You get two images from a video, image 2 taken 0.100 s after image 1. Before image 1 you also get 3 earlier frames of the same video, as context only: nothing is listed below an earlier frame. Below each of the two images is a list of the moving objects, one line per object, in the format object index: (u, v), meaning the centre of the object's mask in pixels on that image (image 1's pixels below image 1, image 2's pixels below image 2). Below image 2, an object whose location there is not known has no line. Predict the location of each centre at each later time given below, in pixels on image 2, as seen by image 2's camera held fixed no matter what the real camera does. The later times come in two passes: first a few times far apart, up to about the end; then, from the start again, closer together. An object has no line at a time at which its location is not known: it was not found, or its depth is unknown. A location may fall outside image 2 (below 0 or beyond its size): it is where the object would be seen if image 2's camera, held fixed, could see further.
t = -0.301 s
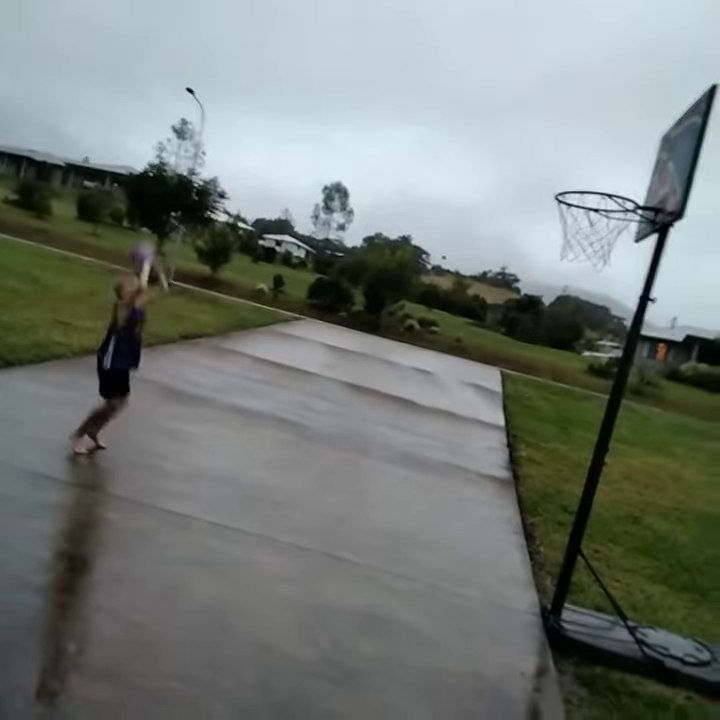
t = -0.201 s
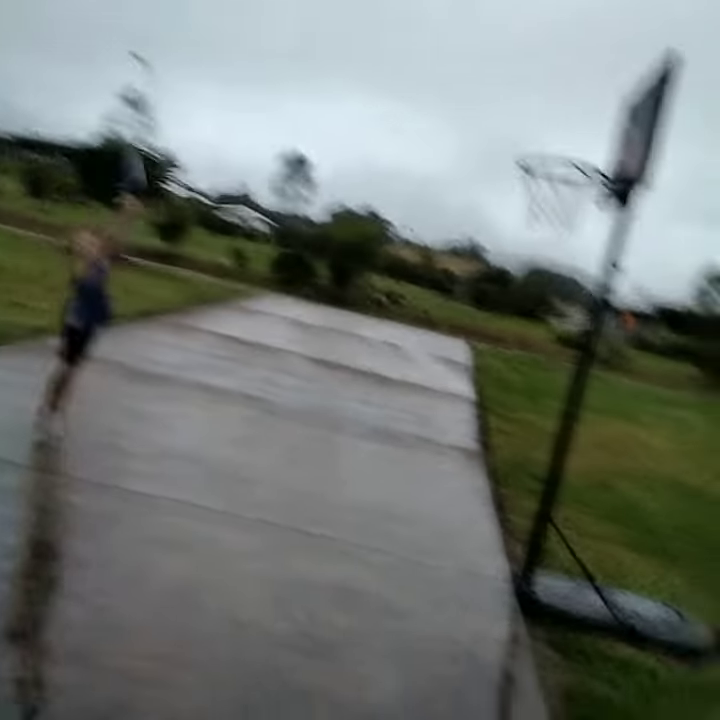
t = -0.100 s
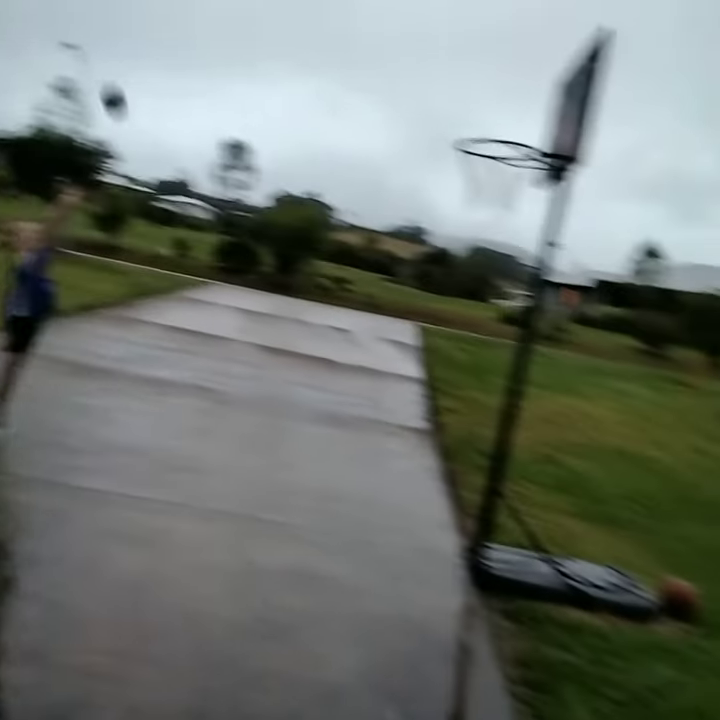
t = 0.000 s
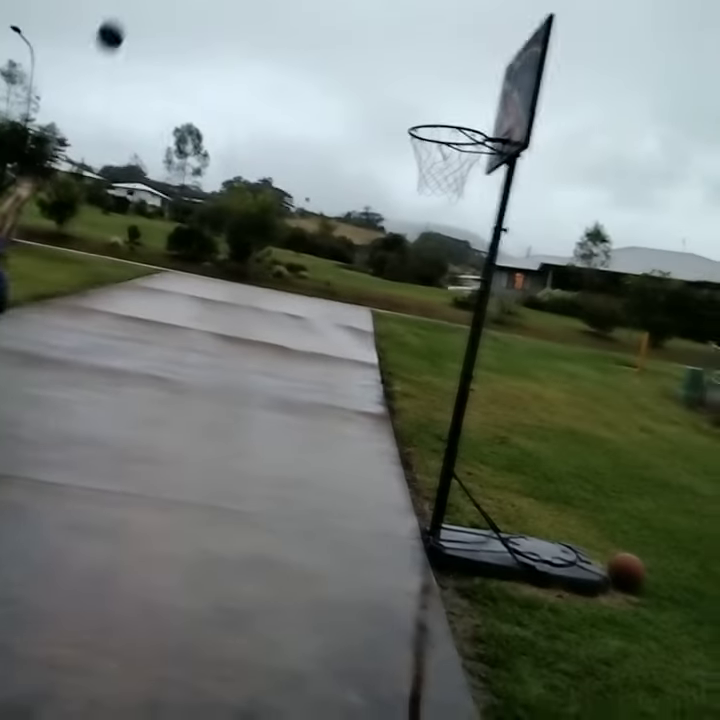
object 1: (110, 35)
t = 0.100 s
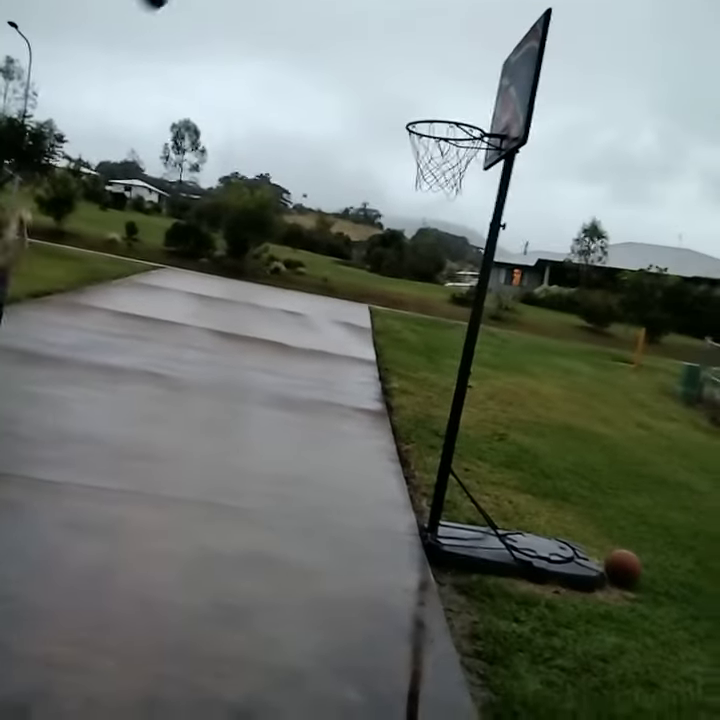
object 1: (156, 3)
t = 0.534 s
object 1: (351, 7)
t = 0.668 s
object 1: (408, 71)
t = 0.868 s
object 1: (478, 198)
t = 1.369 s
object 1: (570, 540)
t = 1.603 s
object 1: (580, 457)
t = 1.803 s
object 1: (578, 456)
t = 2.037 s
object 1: (563, 535)
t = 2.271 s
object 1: (579, 543)
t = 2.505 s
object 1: (595, 602)
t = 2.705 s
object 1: (614, 612)
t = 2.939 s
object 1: (638, 625)
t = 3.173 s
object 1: (659, 633)
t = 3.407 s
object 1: (673, 639)
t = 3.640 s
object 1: (679, 640)
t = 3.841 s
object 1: (675, 638)
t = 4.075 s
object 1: (673, 637)
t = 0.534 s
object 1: (351, 7)
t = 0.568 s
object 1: (366, 20)
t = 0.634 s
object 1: (394, 52)
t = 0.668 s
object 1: (408, 71)
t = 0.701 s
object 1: (421, 91)
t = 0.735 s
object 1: (435, 112)
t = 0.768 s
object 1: (449, 142)
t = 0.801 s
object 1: (461, 164)
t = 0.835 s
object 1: (471, 183)
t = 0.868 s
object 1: (478, 198)
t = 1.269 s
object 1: (559, 545)
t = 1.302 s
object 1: (565, 579)
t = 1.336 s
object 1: (568, 559)
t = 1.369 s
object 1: (570, 540)
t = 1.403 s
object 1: (574, 524)
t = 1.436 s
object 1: (576, 508)
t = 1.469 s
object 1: (577, 494)
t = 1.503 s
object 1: (579, 483)
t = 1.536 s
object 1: (580, 472)
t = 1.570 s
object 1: (581, 464)
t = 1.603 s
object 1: (580, 457)
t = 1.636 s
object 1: (581, 453)
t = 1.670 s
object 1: (581, 450)
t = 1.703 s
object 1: (581, 449)
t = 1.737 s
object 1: (580, 450)
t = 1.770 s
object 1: (579, 452)
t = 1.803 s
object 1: (578, 456)
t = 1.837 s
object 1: (576, 462)
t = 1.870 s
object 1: (575, 471)
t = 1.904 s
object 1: (574, 480)
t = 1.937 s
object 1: (572, 491)
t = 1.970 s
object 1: (569, 504)
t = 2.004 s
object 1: (565, 520)
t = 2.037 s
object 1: (563, 535)
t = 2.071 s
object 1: (559, 554)
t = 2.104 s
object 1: (562, 552)
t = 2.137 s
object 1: (566, 547)
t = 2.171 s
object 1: (570, 544)
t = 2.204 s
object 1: (573, 541)
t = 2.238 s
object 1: (576, 541)
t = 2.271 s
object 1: (579, 543)
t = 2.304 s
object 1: (582, 546)
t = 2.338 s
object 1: (585, 551)
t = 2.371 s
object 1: (588, 559)
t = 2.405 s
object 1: (590, 567)
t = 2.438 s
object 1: (591, 579)
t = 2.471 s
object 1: (592, 591)
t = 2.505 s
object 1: (595, 602)
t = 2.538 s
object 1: (597, 601)
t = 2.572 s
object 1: (600, 603)
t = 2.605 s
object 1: (604, 603)
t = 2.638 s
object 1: (606, 604)
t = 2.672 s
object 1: (610, 609)
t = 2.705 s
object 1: (614, 612)
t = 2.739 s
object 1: (618, 614)
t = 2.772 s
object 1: (622, 615)
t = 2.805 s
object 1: (625, 617)
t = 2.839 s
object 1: (629, 620)
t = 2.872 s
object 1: (632, 622)
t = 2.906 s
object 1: (635, 623)
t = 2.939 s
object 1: (638, 625)
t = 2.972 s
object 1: (643, 627)
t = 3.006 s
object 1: (646, 627)
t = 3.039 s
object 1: (648, 628)
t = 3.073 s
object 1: (652, 629)
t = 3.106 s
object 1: (653, 630)
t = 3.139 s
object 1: (656, 632)
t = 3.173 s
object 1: (659, 633)
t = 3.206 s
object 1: (662, 634)
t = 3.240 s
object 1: (664, 635)
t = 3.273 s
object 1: (667, 636)
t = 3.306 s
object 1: (669, 636)
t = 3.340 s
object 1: (670, 637)
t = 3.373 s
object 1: (672, 637)
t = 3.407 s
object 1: (673, 639)
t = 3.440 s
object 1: (674, 639)
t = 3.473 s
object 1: (676, 640)
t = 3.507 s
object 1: (677, 640)
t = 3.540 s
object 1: (677, 640)
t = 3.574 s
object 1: (678, 640)
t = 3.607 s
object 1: (678, 640)
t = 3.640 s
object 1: (679, 640)
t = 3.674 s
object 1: (678, 640)
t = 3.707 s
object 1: (678, 640)
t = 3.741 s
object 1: (677, 639)
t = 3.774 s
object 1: (678, 639)
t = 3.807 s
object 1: (676, 638)
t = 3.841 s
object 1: (675, 638)
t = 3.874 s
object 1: (674, 637)
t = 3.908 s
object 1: (674, 637)
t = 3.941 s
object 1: (674, 637)
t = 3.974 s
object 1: (673, 637)
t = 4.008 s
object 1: (673, 637)
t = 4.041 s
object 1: (673, 637)
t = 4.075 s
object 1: (673, 637)
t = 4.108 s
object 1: (673, 637)
